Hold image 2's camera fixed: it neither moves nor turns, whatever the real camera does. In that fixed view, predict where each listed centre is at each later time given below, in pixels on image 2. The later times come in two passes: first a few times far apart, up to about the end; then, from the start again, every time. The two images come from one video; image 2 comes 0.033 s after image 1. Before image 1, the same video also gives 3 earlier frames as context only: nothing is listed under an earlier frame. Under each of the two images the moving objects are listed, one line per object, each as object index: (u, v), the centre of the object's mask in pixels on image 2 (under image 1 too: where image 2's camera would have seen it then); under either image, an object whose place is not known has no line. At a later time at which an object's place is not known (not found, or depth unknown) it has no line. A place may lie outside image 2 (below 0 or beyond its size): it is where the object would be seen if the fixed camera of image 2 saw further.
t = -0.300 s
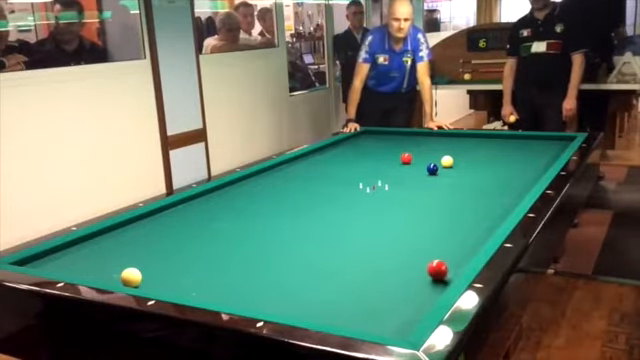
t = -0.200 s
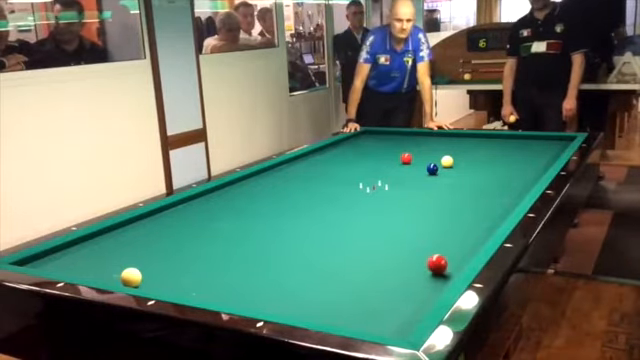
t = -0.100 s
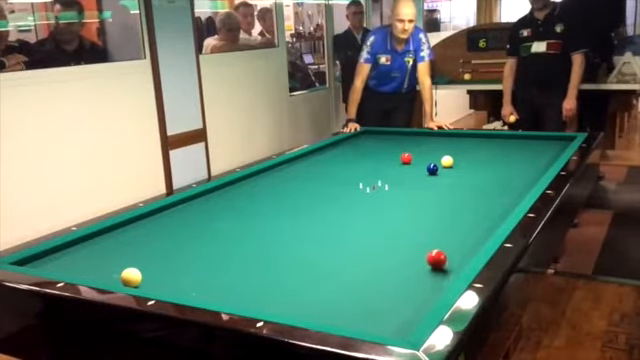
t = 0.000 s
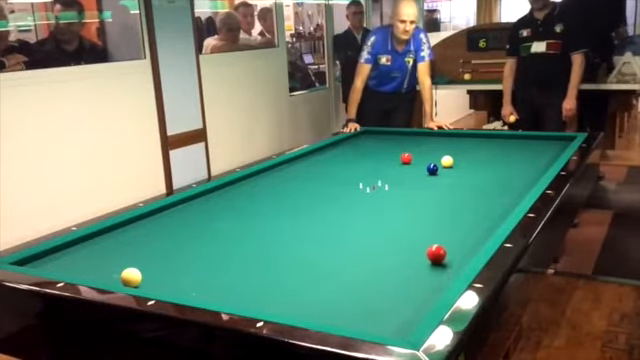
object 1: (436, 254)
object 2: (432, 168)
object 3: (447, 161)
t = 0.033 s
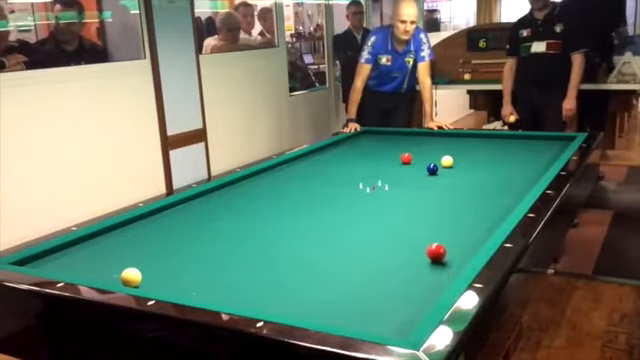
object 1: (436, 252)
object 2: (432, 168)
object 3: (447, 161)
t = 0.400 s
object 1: (435, 236)
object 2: (432, 168)
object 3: (447, 161)
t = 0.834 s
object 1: (433, 220)
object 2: (432, 168)
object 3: (447, 161)
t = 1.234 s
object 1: (433, 208)
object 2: (432, 168)
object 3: (447, 161)
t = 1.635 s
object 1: (432, 198)
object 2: (432, 168)
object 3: (447, 161)
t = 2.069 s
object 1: (431, 189)
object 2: (432, 168)
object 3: (447, 161)
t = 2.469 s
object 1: (430, 182)
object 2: (432, 168)
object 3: (447, 161)
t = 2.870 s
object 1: (430, 175)
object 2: (433, 166)
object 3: (447, 161)
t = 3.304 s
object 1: (428, 171)
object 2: (435, 166)
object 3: (447, 161)
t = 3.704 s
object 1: (423, 169)
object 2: (437, 164)
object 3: (448, 161)
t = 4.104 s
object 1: (420, 168)
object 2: (435, 162)
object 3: (451, 160)
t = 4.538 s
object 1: (417, 167)
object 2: (433, 161)
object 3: (455, 159)
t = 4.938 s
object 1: (416, 166)
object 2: (431, 160)
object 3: (458, 159)
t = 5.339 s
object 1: (415, 166)
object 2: (429, 159)
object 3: (460, 158)
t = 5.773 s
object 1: (414, 165)
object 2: (427, 159)
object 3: (460, 158)
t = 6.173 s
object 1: (414, 165)
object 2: (427, 159)
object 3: (461, 158)
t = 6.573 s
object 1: (414, 165)
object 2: (427, 158)
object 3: (460, 158)
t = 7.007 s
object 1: (414, 165)
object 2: (427, 158)
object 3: (460, 158)
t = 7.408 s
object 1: (414, 165)
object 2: (427, 158)
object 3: (461, 158)
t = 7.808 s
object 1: (414, 165)
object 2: (427, 158)
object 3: (461, 158)
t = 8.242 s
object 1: (414, 165)
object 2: (427, 159)
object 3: (461, 158)
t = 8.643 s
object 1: (414, 165)
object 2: (427, 158)
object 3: (461, 158)
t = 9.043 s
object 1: (414, 165)
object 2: (427, 158)
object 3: (461, 158)
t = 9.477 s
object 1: (414, 165)
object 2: (427, 158)
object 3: (461, 158)
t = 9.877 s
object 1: (414, 165)
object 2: (427, 158)
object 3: (461, 158)
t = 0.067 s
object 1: (436, 251)
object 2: (432, 168)
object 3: (447, 161)
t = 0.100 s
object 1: (436, 249)
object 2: (432, 168)
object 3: (447, 161)
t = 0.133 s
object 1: (436, 248)
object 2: (432, 168)
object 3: (447, 161)
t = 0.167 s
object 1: (436, 246)
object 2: (432, 168)
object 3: (447, 161)
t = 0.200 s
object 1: (435, 245)
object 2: (432, 168)
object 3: (447, 161)
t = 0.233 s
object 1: (435, 243)
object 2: (432, 168)
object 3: (447, 161)
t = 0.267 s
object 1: (435, 242)
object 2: (432, 168)
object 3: (447, 161)
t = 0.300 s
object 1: (435, 240)
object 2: (432, 168)
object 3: (447, 161)
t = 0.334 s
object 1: (435, 239)
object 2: (432, 168)
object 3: (447, 161)
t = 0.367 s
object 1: (435, 238)
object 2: (432, 168)
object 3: (447, 161)
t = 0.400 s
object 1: (435, 236)
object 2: (432, 168)
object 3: (447, 161)
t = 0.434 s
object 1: (435, 235)
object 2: (432, 168)
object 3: (447, 161)
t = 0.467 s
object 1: (434, 234)
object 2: (432, 168)
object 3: (447, 161)
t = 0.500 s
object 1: (434, 232)
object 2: (432, 168)
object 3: (447, 161)
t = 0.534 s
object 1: (434, 231)
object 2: (432, 168)
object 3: (447, 161)
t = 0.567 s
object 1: (434, 230)
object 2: (432, 168)
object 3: (447, 161)
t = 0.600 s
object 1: (434, 229)
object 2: (432, 168)
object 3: (447, 161)
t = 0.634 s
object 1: (434, 227)
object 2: (432, 168)
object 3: (447, 161)
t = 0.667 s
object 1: (434, 226)
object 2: (432, 168)
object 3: (447, 161)
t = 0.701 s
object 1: (434, 225)
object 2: (432, 168)
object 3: (447, 161)
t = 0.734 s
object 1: (434, 224)
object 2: (432, 168)
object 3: (447, 161)
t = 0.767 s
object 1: (434, 223)
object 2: (432, 168)
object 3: (447, 161)
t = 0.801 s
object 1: (433, 222)
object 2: (432, 168)
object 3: (447, 161)
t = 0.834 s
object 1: (433, 220)
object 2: (432, 168)
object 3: (447, 161)
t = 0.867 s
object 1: (433, 220)
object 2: (432, 168)
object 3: (447, 161)
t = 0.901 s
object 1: (433, 218)
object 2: (432, 168)
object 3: (447, 161)
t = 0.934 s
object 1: (433, 217)
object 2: (432, 168)
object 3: (447, 161)
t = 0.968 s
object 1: (433, 216)
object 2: (432, 168)
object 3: (447, 161)
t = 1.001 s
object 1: (433, 215)
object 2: (432, 168)
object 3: (447, 161)
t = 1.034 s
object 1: (433, 214)
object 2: (432, 168)
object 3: (447, 161)
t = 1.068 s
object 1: (433, 213)
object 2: (432, 168)
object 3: (447, 161)
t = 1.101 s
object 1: (433, 212)
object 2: (432, 168)
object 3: (447, 161)
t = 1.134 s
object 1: (433, 211)
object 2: (432, 168)
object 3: (447, 161)
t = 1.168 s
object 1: (433, 210)
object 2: (432, 168)
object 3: (447, 161)
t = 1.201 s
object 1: (433, 209)
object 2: (432, 168)
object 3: (447, 161)
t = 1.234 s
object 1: (433, 208)
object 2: (432, 168)
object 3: (447, 161)
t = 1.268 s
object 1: (432, 207)
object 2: (432, 168)
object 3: (447, 161)
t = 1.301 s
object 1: (432, 207)
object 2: (432, 168)
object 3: (447, 161)
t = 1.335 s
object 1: (432, 206)
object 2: (432, 168)
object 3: (447, 161)
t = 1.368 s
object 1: (433, 205)
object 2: (432, 168)
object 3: (447, 161)
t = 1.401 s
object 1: (432, 204)
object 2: (432, 168)
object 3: (447, 161)
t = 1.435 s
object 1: (432, 203)
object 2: (432, 168)
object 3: (447, 161)
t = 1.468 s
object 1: (432, 202)
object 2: (432, 168)
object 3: (447, 161)
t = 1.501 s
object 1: (432, 201)
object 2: (432, 168)
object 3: (447, 161)
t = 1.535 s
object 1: (432, 201)
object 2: (432, 168)
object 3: (447, 161)
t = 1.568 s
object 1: (432, 200)
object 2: (432, 168)
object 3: (447, 161)
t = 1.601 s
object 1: (432, 199)
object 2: (432, 168)
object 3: (447, 161)
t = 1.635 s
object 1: (432, 198)
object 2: (432, 168)
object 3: (447, 161)
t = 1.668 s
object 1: (432, 197)
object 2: (432, 168)
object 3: (447, 161)
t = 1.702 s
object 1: (432, 197)
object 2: (432, 168)
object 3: (447, 161)
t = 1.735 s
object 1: (431, 196)
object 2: (432, 168)
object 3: (447, 161)
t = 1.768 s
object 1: (431, 196)
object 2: (432, 168)
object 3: (447, 161)
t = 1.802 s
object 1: (431, 194)
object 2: (432, 168)
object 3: (447, 161)
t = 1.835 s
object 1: (431, 194)
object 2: (432, 168)
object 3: (447, 161)
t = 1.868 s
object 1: (431, 193)
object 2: (432, 168)
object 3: (447, 161)
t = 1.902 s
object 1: (431, 192)
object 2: (432, 168)
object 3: (447, 161)
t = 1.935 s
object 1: (431, 191)
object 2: (432, 168)
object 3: (447, 161)
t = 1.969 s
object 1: (431, 191)
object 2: (432, 168)
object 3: (447, 161)
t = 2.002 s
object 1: (431, 190)
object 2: (432, 168)
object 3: (447, 161)
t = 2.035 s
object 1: (431, 189)
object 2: (432, 168)
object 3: (447, 161)
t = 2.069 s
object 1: (431, 189)
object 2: (432, 168)
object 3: (447, 161)
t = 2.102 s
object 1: (431, 188)
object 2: (432, 168)
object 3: (447, 161)
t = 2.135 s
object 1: (431, 188)
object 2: (432, 168)
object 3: (447, 161)
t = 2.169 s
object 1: (431, 187)
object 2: (432, 168)
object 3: (447, 161)
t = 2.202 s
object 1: (431, 186)
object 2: (432, 168)
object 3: (447, 161)
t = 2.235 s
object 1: (431, 186)
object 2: (432, 168)
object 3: (447, 161)
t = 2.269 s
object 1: (431, 185)
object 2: (432, 168)
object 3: (447, 161)
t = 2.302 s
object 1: (431, 185)
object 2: (432, 168)
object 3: (447, 161)
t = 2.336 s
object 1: (430, 184)
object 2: (432, 168)
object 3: (447, 161)
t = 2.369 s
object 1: (430, 183)
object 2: (432, 168)
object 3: (447, 161)
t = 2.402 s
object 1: (430, 183)
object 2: (432, 168)
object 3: (447, 161)
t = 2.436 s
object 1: (430, 182)
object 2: (432, 168)
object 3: (447, 161)
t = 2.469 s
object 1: (430, 182)
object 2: (432, 168)
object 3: (447, 161)
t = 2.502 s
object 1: (430, 181)
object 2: (432, 168)
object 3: (447, 161)
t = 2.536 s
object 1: (430, 180)
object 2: (432, 168)
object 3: (447, 161)
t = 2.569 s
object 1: (430, 180)
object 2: (432, 168)
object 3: (447, 161)
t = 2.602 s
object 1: (430, 180)
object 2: (432, 167)
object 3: (447, 161)
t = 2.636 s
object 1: (430, 179)
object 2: (432, 167)
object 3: (447, 161)
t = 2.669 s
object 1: (430, 178)
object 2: (432, 167)
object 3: (447, 161)
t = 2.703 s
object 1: (430, 178)
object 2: (432, 167)
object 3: (447, 161)
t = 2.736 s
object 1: (430, 177)
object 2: (432, 167)
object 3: (447, 161)
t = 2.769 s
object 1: (430, 177)
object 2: (433, 167)
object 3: (447, 161)
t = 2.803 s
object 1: (430, 176)
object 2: (433, 167)
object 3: (447, 161)
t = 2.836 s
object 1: (430, 176)
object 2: (433, 166)
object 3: (447, 161)
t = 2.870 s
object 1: (430, 175)
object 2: (433, 166)
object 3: (447, 161)
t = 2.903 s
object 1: (430, 175)
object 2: (433, 166)
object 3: (447, 161)
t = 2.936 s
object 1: (430, 174)
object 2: (433, 166)
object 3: (447, 161)
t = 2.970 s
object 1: (430, 174)
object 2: (433, 166)
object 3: (447, 161)
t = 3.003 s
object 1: (430, 174)
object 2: (433, 166)
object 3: (447, 161)
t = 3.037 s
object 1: (430, 174)
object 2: (433, 166)
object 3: (447, 161)
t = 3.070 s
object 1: (429, 173)
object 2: (434, 166)
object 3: (447, 161)
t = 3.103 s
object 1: (429, 173)
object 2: (434, 166)
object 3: (447, 161)
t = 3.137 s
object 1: (429, 172)
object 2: (434, 166)
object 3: (447, 161)
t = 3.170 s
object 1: (429, 172)
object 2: (434, 166)
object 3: (447, 161)
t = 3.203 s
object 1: (428, 171)
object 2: (434, 166)
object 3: (447, 161)
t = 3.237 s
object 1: (428, 171)
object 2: (435, 166)
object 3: (447, 161)
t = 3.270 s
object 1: (428, 171)
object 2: (435, 166)
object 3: (447, 161)
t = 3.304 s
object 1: (428, 171)
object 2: (435, 166)
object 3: (447, 161)
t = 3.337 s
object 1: (427, 170)
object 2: (435, 165)
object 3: (447, 161)
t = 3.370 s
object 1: (427, 170)
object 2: (435, 166)
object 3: (447, 161)
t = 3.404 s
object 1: (426, 170)
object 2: (436, 165)
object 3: (447, 161)
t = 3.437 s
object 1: (426, 170)
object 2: (435, 165)
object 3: (447, 161)
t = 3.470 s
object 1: (425, 170)
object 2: (436, 165)
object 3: (447, 161)
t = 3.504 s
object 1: (425, 170)
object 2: (436, 165)
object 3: (447, 161)
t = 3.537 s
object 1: (425, 170)
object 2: (436, 164)
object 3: (447, 161)
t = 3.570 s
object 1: (425, 169)
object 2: (436, 165)
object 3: (447, 161)
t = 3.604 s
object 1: (425, 169)
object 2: (436, 165)
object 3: (447, 161)
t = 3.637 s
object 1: (424, 169)
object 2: (437, 164)
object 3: (447, 161)
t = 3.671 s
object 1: (424, 169)
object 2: (437, 164)
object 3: (447, 161)
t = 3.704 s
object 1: (423, 169)
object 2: (437, 164)
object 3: (448, 161)
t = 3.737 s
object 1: (423, 169)
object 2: (438, 164)
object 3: (448, 161)
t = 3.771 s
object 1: (423, 169)
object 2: (438, 164)
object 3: (448, 161)
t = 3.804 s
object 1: (423, 169)
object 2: (437, 163)
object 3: (448, 161)
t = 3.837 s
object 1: (422, 169)
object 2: (437, 163)
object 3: (448, 161)
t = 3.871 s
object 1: (422, 169)
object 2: (437, 163)
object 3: (449, 161)
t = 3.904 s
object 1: (422, 168)
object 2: (437, 163)
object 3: (449, 160)
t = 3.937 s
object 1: (422, 168)
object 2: (437, 163)
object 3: (449, 161)
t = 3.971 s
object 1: (421, 168)
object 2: (436, 162)
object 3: (449, 160)
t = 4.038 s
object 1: (421, 168)
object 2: (436, 162)
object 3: (450, 160)
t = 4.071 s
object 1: (420, 168)
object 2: (436, 162)
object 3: (450, 160)
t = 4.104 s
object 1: (420, 168)
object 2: (435, 162)
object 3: (451, 160)
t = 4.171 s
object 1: (420, 167)
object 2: (435, 162)
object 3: (452, 160)
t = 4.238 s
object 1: (419, 167)
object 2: (434, 162)
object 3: (452, 160)
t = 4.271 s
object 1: (419, 167)
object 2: (434, 161)
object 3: (453, 160)
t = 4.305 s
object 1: (419, 167)
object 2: (434, 161)
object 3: (453, 160)
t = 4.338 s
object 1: (419, 167)
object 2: (434, 161)
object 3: (453, 160)
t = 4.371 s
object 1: (418, 167)
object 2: (434, 161)
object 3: (454, 160)
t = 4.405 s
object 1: (418, 167)
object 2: (433, 161)
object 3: (454, 160)
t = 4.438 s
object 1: (418, 167)
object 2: (433, 161)
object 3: (455, 159)
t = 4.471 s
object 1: (418, 167)
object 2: (433, 161)
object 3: (455, 159)
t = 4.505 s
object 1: (417, 167)
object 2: (433, 161)
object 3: (455, 159)
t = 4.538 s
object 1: (417, 167)
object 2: (433, 161)
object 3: (455, 159)
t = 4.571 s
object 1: (417, 167)
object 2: (432, 161)
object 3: (455, 159)
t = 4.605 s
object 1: (417, 166)
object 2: (432, 160)
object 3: (456, 159)
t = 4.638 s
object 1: (417, 167)
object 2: (432, 160)
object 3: (456, 159)
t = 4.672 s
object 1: (417, 166)
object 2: (432, 160)
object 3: (456, 159)
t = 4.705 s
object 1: (417, 166)
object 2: (432, 160)
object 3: (456, 159)
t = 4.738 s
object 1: (417, 166)
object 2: (432, 160)
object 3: (457, 159)
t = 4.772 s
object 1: (417, 166)
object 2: (432, 160)
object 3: (457, 159)
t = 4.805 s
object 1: (416, 166)
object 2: (431, 160)
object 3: (457, 159)
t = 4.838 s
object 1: (416, 166)
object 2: (431, 160)
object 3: (457, 159)
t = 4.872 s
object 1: (416, 166)
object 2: (431, 160)
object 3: (457, 159)
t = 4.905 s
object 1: (416, 166)
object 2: (431, 160)
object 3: (457, 159)
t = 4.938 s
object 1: (416, 166)
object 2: (431, 160)
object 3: (458, 159)
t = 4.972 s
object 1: (416, 166)
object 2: (431, 160)
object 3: (458, 159)
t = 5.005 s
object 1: (416, 166)
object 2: (430, 160)
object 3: (458, 159)
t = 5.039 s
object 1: (416, 166)
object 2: (430, 160)
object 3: (458, 159)
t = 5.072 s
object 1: (416, 166)
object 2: (430, 160)
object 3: (458, 159)
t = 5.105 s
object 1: (415, 166)
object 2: (430, 159)
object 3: (459, 159)
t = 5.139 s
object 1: (415, 166)
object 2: (430, 160)
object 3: (459, 159)
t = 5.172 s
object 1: (415, 166)
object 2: (430, 160)
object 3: (459, 159)
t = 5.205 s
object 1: (415, 166)
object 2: (430, 160)
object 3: (459, 158)
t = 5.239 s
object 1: (415, 166)
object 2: (429, 159)
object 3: (459, 158)
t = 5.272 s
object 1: (415, 166)
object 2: (429, 159)
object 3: (460, 158)
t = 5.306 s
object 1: (415, 166)
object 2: (429, 159)
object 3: (460, 158)
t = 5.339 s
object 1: (415, 166)
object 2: (429, 159)
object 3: (460, 158)
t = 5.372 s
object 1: (415, 166)
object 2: (429, 159)
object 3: (460, 158)
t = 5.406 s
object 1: (415, 166)
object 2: (429, 159)
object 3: (460, 158)
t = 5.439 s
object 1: (415, 166)
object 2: (429, 159)
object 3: (460, 158)
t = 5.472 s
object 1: (415, 165)
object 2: (428, 159)
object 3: (460, 158)
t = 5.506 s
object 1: (414, 165)
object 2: (428, 159)
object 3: (460, 158)
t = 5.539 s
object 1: (414, 165)
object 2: (428, 159)
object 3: (460, 158)
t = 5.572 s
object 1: (414, 165)
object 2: (428, 159)
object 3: (460, 158)
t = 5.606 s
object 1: (414, 165)
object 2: (428, 159)
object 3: (460, 158)
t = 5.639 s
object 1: (414, 165)
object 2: (428, 159)
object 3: (460, 158)
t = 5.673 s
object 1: (414, 165)
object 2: (428, 159)
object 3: (460, 158)
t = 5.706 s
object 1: (414, 165)
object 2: (428, 159)
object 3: (460, 158)
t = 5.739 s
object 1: (414, 165)
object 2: (428, 159)
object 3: (460, 158)
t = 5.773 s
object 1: (414, 165)
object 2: (427, 159)
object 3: (460, 158)
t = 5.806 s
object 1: (414, 165)
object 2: (427, 159)
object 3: (460, 158)
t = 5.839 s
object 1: (414, 165)
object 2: (427, 159)
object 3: (460, 158)
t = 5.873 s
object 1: (414, 165)
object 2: (427, 159)
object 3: (460, 158)
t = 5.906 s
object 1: (414, 165)
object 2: (427, 159)
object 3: (460, 158)
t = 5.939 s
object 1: (414, 165)
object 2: (427, 159)
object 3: (460, 158)
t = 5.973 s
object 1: (414, 165)
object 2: (427, 159)
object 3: (460, 158)
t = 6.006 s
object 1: (414, 165)
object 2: (427, 159)
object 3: (460, 158)
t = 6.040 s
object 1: (414, 165)
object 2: (427, 159)
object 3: (460, 158)
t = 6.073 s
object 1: (414, 165)
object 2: (427, 159)
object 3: (461, 158)
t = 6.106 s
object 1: (414, 165)
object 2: (427, 159)
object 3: (461, 158)
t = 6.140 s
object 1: (414, 165)
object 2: (427, 159)
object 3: (461, 158)
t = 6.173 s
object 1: (414, 165)
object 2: (427, 159)
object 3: (461, 158)
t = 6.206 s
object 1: (414, 165)
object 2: (427, 158)
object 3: (461, 158)
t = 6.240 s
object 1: (414, 165)
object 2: (427, 158)
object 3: (461, 158)
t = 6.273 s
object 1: (414, 165)
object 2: (427, 158)
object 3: (461, 158)
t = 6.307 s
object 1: (414, 165)
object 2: (427, 158)
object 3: (461, 158)
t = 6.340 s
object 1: (414, 165)
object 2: (427, 158)
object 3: (461, 158)
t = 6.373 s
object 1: (414, 165)
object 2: (427, 158)
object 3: (461, 158)
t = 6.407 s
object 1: (414, 165)
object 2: (427, 158)
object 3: (461, 158)
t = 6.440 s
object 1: (414, 165)
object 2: (427, 158)
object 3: (461, 158)
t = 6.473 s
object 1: (414, 165)
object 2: (427, 158)
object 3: (460, 158)
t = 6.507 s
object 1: (414, 165)
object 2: (427, 158)
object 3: (460, 158)
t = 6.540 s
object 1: (414, 165)
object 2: (427, 159)
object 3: (460, 158)
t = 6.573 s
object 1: (414, 165)
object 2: (427, 158)
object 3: (460, 158)
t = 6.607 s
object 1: (414, 165)
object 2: (427, 159)
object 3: (460, 158)
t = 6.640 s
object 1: (414, 165)
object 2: (427, 159)
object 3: (460, 158)
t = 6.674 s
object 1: (414, 165)
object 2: (427, 158)
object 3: (460, 158)
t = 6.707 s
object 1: (414, 165)
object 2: (427, 158)
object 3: (460, 158)
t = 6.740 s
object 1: (414, 165)
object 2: (427, 159)
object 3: (460, 158)
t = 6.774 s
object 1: (414, 165)
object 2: (427, 158)
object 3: (461, 158)
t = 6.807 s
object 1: (414, 165)
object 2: (427, 158)
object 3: (460, 158)
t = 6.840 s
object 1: (414, 165)
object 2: (427, 158)
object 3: (460, 158)
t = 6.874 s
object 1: (414, 165)
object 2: (427, 158)
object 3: (460, 158)
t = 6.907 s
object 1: (414, 165)
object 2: (427, 158)
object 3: (460, 158)
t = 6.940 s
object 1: (414, 165)
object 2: (427, 158)
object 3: (460, 158)
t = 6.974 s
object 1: (414, 165)
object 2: (427, 158)
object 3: (460, 158)
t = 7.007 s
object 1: (414, 165)
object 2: (427, 158)
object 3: (460, 158)
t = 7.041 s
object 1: (414, 165)
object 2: (427, 158)
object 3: (460, 158)
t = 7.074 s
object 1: (414, 165)
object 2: (427, 158)
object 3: (460, 158)
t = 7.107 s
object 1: (414, 165)
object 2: (427, 158)
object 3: (461, 158)
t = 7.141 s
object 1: (414, 165)
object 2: (427, 158)
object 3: (461, 158)
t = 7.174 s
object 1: (414, 165)
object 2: (427, 158)
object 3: (461, 158)
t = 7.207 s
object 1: (414, 165)
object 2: (427, 158)
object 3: (461, 158)
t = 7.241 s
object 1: (414, 165)
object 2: (427, 158)
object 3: (461, 158)
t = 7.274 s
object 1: (414, 165)
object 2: (427, 158)
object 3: (461, 158)
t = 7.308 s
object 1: (414, 165)
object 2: (427, 158)
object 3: (461, 158)
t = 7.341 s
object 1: (414, 165)
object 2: (427, 158)
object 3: (461, 158)
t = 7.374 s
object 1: (414, 165)
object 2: (427, 158)
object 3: (461, 158)
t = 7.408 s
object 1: (414, 165)
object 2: (427, 158)
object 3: (461, 158)
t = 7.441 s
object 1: (414, 165)
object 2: (427, 158)
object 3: (461, 158)
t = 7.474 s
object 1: (414, 165)
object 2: (427, 158)
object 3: (461, 158)
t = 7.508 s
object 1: (414, 165)
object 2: (427, 158)
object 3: (461, 158)
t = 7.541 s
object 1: (414, 165)
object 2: (427, 158)
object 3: (461, 158)
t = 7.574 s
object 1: (414, 165)
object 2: (427, 158)
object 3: (461, 158)
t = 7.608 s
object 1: (414, 165)
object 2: (427, 158)
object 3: (461, 158)
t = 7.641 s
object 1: (414, 165)
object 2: (427, 158)
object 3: (461, 158)
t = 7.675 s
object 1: (414, 165)
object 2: (427, 158)
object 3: (461, 158)
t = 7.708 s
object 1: (414, 165)
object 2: (427, 158)
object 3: (461, 158)
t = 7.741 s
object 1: (414, 165)
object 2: (427, 158)
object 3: (461, 158)
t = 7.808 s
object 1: (414, 165)
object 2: (427, 158)
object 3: (461, 158)
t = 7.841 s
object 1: (414, 165)
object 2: (427, 158)
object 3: (461, 158)
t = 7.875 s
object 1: (414, 165)
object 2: (427, 158)
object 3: (461, 158)
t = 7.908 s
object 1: (414, 165)
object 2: (427, 158)
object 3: (460, 158)
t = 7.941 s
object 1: (414, 165)
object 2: (427, 158)
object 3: (460, 158)
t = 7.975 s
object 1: (414, 165)
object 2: (427, 158)
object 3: (460, 158)
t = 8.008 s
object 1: (414, 165)
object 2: (427, 158)
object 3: (460, 158)
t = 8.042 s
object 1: (414, 165)
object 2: (427, 158)
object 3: (460, 158)
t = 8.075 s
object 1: (414, 165)
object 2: (427, 158)
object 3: (460, 158)
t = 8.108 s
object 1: (414, 165)
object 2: (427, 159)
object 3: (460, 158)
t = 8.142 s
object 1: (414, 165)
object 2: (427, 158)
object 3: (461, 158)
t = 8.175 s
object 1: (414, 165)
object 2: (427, 158)
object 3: (461, 158)
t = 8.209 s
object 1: (414, 165)
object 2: (427, 159)
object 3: (461, 158)
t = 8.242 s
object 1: (414, 165)
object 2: (427, 159)
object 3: (461, 158)
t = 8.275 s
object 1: (414, 165)
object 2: (427, 159)
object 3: (461, 158)
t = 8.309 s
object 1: (414, 165)
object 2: (427, 159)
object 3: (461, 158)
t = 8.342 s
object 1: (414, 165)
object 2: (427, 158)
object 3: (461, 158)
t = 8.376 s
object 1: (414, 165)
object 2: (427, 158)
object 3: (461, 158)
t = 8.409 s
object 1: (414, 165)
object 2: (427, 158)
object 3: (461, 158)
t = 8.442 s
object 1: (414, 165)
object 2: (427, 158)
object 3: (461, 158)
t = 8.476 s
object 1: (414, 165)
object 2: (427, 158)
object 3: (461, 158)
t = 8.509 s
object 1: (414, 165)
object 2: (427, 158)
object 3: (461, 158)
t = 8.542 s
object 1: (414, 165)
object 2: (427, 158)
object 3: (461, 158)
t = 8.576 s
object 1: (414, 165)
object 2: (427, 158)
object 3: (461, 158)
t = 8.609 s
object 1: (414, 165)
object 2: (427, 158)
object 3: (461, 158)
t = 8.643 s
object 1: (414, 165)
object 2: (427, 158)
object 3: (461, 158)
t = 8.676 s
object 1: (414, 165)
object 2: (427, 158)
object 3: (461, 158)
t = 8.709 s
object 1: (414, 165)
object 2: (427, 158)
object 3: (461, 158)
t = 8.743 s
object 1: (414, 165)
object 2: (427, 158)
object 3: (461, 158)
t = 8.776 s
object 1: (414, 165)
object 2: (427, 158)
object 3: (461, 158)
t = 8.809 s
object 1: (414, 165)
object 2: (427, 158)
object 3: (461, 158)
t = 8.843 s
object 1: (414, 165)
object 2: (427, 158)
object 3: (461, 158)
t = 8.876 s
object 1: (414, 165)
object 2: (427, 159)
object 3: (461, 158)
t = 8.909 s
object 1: (414, 165)
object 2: (427, 158)
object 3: (461, 158)
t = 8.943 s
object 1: (414, 165)
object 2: (427, 158)
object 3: (461, 158)
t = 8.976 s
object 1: (414, 165)
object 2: (427, 158)
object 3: (461, 158)
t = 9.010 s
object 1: (414, 165)
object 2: (427, 158)
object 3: (461, 158)
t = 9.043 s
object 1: (414, 165)
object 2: (427, 158)
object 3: (461, 158)
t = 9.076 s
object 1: (414, 165)
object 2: (427, 158)
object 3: (461, 158)
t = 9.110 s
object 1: (414, 165)
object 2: (427, 158)
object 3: (461, 158)
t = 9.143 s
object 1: (414, 165)
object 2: (427, 159)
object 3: (461, 158)
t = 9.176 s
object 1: (414, 165)
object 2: (427, 158)
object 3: (461, 158)
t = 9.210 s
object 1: (414, 165)
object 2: (427, 158)
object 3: (461, 158)
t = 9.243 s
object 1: (414, 165)
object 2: (427, 158)
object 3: (461, 158)
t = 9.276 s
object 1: (414, 165)
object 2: (427, 158)
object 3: (461, 158)
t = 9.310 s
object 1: (414, 165)
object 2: (427, 158)
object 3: (461, 158)
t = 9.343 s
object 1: (414, 165)
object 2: (427, 158)
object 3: (461, 158)
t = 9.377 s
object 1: (414, 165)
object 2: (427, 158)
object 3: (461, 158)
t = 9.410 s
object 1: (414, 165)
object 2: (427, 158)
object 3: (461, 158)
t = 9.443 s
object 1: (414, 165)
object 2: (427, 158)
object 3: (461, 158)
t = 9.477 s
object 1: (414, 165)
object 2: (427, 158)
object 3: (461, 158)
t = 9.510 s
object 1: (414, 165)
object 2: (427, 158)
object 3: (461, 158)
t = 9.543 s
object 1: (414, 165)
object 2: (427, 158)
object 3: (461, 158)
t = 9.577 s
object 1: (414, 165)
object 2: (427, 158)
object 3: (461, 158)
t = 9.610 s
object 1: (414, 165)
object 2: (427, 158)
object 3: (461, 158)
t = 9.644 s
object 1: (414, 165)
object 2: (427, 158)
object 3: (461, 158)
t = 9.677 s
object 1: (414, 165)
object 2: (427, 158)
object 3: (461, 158)
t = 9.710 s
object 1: (414, 165)
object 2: (427, 158)
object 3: (461, 158)
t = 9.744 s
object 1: (414, 165)
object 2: (427, 158)
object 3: (461, 158)
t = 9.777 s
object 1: (414, 165)
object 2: (427, 158)
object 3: (461, 158)
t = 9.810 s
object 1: (414, 165)
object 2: (427, 158)
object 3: (461, 158)
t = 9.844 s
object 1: (414, 165)
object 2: (427, 158)
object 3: (461, 158)
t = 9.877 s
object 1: (414, 165)
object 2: (427, 158)
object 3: (461, 158)
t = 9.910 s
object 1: (414, 165)
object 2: (427, 158)
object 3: (461, 158)
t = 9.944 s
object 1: (414, 165)
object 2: (427, 158)
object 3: (461, 158)
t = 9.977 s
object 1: (414, 165)
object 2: (427, 158)
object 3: (461, 158)
